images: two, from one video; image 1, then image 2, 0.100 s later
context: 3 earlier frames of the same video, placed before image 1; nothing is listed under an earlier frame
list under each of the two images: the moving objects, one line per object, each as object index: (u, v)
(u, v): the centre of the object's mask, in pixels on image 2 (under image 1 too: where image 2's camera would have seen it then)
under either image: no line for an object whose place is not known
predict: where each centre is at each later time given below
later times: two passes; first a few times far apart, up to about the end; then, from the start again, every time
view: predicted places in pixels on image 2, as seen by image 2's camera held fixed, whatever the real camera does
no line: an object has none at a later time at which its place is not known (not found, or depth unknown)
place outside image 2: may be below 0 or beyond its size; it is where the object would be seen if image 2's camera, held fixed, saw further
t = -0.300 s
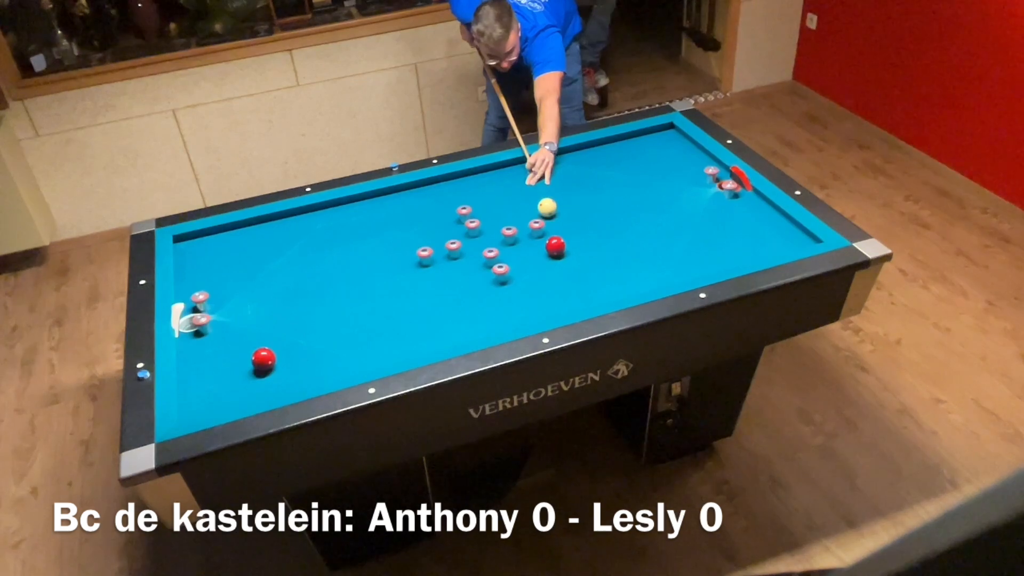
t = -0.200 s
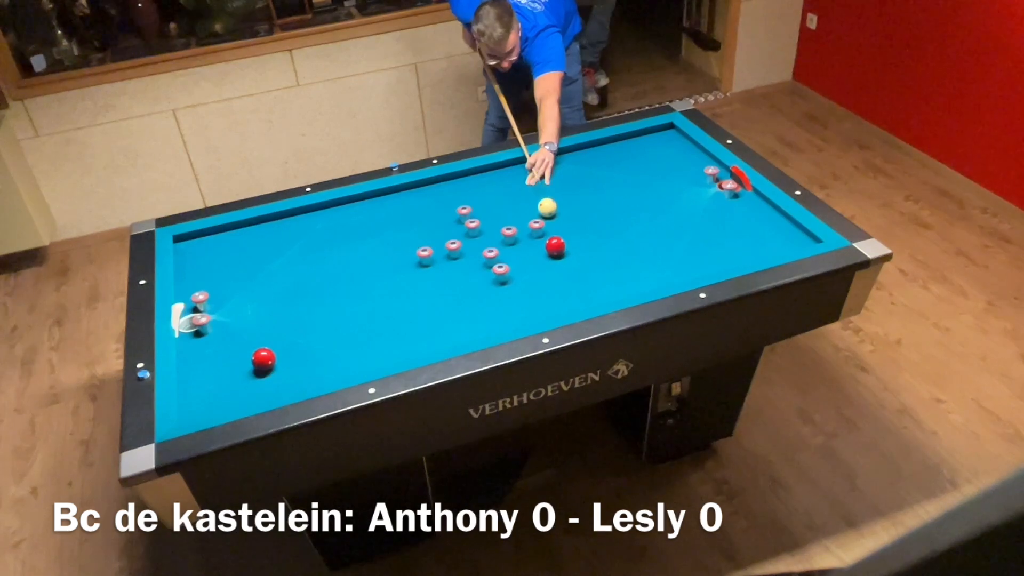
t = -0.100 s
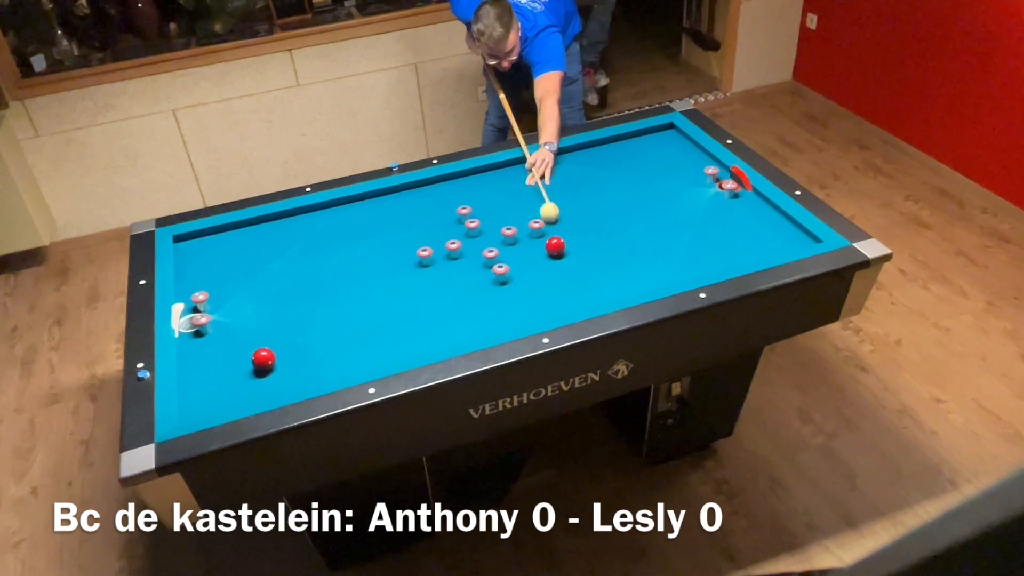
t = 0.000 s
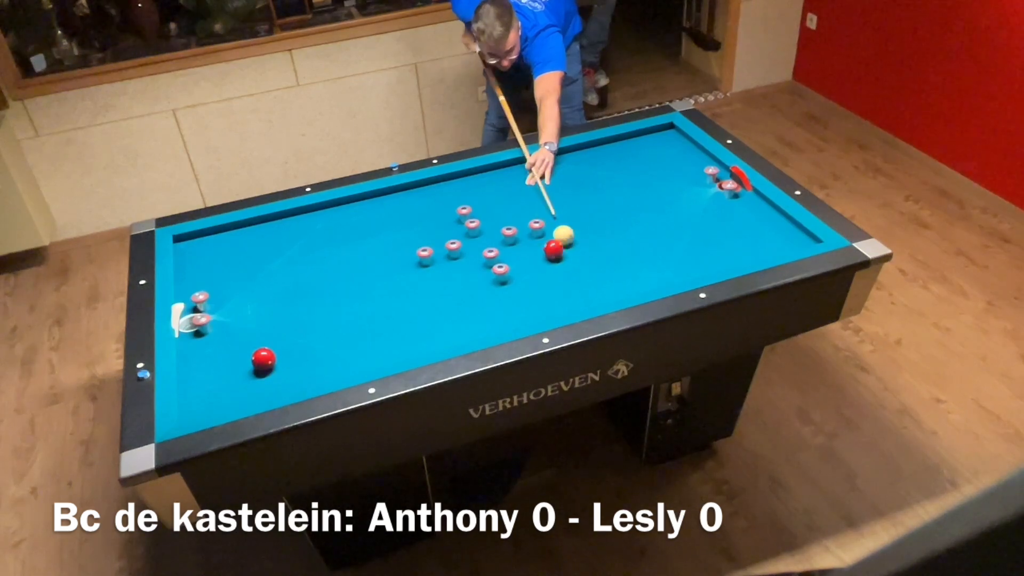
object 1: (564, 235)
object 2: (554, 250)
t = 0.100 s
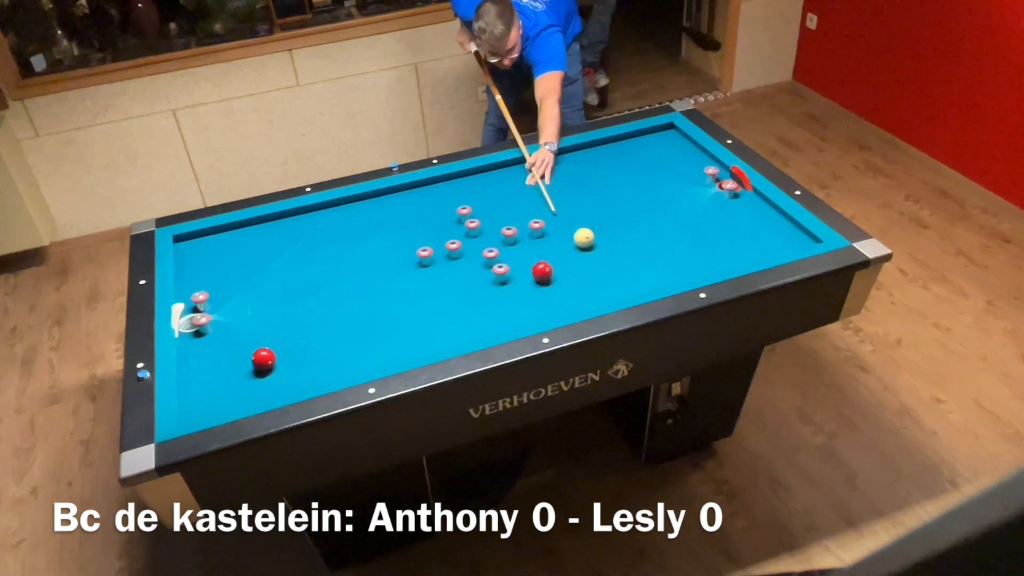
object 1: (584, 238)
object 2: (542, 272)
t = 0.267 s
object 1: (615, 243)
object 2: (525, 304)
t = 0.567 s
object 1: (671, 250)
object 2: (477, 314)
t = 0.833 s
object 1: (722, 257)
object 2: (431, 302)
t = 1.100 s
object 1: (761, 248)
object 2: (389, 291)
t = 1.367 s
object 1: (787, 230)
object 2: (349, 282)
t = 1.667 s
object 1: (761, 222)
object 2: (308, 271)
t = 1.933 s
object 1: (730, 218)
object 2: (274, 262)
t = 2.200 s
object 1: (701, 213)
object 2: (242, 254)
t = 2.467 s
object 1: (674, 209)
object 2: (212, 246)
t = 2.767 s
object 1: (646, 205)
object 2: (183, 240)
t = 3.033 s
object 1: (622, 201)
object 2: (192, 244)
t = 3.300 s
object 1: (600, 198)
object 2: (200, 247)
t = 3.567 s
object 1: (580, 195)
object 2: (208, 250)
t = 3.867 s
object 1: (558, 191)
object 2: (215, 254)
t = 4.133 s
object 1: (540, 189)
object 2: (222, 256)
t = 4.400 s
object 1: (523, 186)
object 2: (227, 258)
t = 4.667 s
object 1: (508, 184)
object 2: (232, 260)
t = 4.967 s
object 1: (492, 182)
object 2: (236, 262)
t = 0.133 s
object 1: (590, 239)
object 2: (539, 279)
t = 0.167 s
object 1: (596, 240)
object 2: (536, 286)
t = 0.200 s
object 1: (603, 241)
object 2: (532, 291)
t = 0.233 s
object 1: (609, 242)
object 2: (529, 298)
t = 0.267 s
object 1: (615, 243)
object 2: (525, 304)
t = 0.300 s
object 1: (621, 243)
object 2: (522, 311)
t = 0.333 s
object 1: (628, 244)
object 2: (518, 317)
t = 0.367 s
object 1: (634, 245)
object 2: (514, 321)
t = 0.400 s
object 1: (640, 246)
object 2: (507, 320)
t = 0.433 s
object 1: (646, 247)
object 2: (501, 320)
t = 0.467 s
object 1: (653, 248)
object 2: (495, 319)
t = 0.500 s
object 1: (659, 248)
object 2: (489, 317)
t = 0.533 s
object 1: (665, 249)
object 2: (483, 316)
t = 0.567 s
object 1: (671, 250)
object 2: (477, 314)
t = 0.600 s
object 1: (678, 251)
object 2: (471, 313)
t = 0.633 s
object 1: (684, 252)
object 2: (465, 311)
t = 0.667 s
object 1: (691, 253)
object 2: (460, 310)
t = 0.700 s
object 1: (697, 253)
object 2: (454, 308)
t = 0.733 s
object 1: (703, 254)
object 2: (448, 307)
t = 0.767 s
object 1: (710, 255)
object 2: (443, 305)
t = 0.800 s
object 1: (716, 256)
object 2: (437, 304)
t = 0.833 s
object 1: (722, 257)
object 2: (431, 302)
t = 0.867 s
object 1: (729, 257)
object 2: (426, 301)
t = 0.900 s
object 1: (735, 257)
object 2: (420, 300)
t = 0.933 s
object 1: (741, 257)
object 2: (415, 298)
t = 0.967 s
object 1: (746, 256)
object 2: (410, 297)
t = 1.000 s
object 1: (750, 254)
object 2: (405, 296)
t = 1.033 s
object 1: (753, 252)
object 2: (399, 294)
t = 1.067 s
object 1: (757, 250)
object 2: (394, 293)
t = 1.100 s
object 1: (761, 248)
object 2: (389, 291)
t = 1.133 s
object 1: (764, 246)
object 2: (384, 290)
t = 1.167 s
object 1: (767, 244)
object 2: (379, 289)
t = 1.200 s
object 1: (771, 242)
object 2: (374, 288)
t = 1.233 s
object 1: (774, 239)
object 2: (369, 286)
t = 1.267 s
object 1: (777, 237)
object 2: (364, 285)
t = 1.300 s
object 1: (780, 235)
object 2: (359, 284)
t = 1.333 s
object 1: (784, 232)
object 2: (354, 283)
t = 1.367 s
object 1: (787, 230)
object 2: (349, 282)
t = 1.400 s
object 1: (790, 228)
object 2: (345, 280)
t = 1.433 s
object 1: (790, 227)
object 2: (340, 279)
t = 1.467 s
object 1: (785, 226)
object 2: (335, 278)
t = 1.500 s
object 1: (781, 225)
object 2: (331, 277)
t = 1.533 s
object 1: (777, 225)
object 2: (326, 275)
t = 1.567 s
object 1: (773, 224)
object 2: (321, 275)
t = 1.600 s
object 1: (769, 224)
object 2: (317, 273)
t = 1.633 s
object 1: (765, 223)
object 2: (312, 272)
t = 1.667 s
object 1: (761, 222)
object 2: (308, 271)
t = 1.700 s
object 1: (757, 222)
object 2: (304, 270)
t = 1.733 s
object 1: (753, 221)
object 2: (299, 268)
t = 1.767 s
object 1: (749, 220)
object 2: (295, 267)
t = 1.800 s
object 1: (745, 220)
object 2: (291, 266)
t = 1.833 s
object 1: (742, 219)
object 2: (286, 265)
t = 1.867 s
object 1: (738, 219)
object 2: (282, 264)
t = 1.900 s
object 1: (734, 218)
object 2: (278, 263)
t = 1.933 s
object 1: (730, 218)
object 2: (274, 262)
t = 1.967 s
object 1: (726, 217)
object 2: (269, 261)
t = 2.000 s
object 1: (722, 216)
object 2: (266, 260)
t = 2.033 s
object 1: (719, 216)
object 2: (261, 259)
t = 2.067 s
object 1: (715, 215)
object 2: (258, 258)
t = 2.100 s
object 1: (712, 215)
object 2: (254, 257)
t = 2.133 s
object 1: (708, 214)
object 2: (250, 256)
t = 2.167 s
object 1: (705, 214)
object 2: (246, 255)
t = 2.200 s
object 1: (701, 213)
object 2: (242, 254)
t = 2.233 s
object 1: (698, 213)
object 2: (238, 253)
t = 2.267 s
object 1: (694, 212)
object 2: (234, 252)
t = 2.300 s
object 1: (691, 211)
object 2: (231, 251)
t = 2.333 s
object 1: (688, 211)
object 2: (227, 251)
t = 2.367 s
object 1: (684, 210)
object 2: (223, 249)
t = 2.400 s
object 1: (681, 210)
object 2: (219, 249)
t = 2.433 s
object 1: (677, 210)
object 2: (216, 247)
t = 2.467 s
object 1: (674, 209)
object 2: (212, 246)
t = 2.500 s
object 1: (671, 209)
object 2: (208, 246)
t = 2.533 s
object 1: (668, 208)
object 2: (205, 245)
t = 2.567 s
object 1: (665, 208)
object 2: (201, 243)
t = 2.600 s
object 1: (661, 207)
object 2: (198, 243)
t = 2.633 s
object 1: (658, 207)
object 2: (194, 242)
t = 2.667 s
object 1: (655, 206)
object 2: (191, 241)
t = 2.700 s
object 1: (652, 206)
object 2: (188, 240)
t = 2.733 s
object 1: (649, 205)
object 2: (184, 240)
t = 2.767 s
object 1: (646, 205)
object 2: (183, 240)
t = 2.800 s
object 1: (643, 204)
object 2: (184, 241)
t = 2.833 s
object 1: (640, 204)
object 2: (185, 241)
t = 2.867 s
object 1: (637, 203)
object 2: (187, 242)
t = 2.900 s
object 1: (634, 203)
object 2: (188, 242)
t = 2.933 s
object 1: (631, 202)
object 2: (189, 243)
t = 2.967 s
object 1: (628, 202)
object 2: (190, 243)
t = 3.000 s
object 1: (625, 202)
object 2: (191, 243)
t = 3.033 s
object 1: (622, 201)
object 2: (192, 244)
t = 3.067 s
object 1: (620, 201)
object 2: (193, 244)
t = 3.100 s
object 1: (617, 200)
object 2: (194, 245)
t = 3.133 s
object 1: (614, 200)
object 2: (195, 245)
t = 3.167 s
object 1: (611, 199)
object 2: (196, 246)
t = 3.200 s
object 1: (609, 199)
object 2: (197, 246)
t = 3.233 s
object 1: (606, 198)
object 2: (198, 246)
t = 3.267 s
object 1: (603, 198)
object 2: (199, 247)
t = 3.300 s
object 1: (600, 198)
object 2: (200, 247)
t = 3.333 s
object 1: (598, 197)
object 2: (202, 248)
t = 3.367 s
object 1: (595, 197)
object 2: (202, 248)
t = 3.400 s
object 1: (593, 197)
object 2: (203, 249)
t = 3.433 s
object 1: (590, 196)
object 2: (204, 249)
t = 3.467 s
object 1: (587, 196)
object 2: (205, 249)
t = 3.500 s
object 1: (585, 195)
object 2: (206, 250)
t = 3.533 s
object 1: (582, 195)
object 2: (207, 250)
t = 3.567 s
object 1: (580, 195)
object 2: (208, 250)
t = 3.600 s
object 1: (577, 194)
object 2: (209, 251)
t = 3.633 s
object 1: (575, 194)
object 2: (210, 251)
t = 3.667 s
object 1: (572, 194)
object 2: (210, 252)
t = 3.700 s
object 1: (570, 193)
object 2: (211, 252)
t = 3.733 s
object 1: (567, 193)
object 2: (212, 252)
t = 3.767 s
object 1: (565, 193)
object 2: (213, 253)
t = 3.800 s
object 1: (563, 192)
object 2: (214, 253)
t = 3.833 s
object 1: (560, 192)
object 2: (215, 253)
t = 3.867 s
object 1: (558, 191)
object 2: (215, 254)
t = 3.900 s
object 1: (556, 191)
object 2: (216, 254)
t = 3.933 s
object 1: (554, 191)
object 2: (217, 254)
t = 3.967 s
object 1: (551, 190)
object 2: (218, 255)
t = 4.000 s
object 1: (549, 190)
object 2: (219, 255)
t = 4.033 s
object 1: (547, 190)
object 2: (219, 255)
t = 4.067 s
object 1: (545, 190)
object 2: (220, 256)
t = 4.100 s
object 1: (542, 189)
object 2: (221, 256)
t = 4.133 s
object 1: (540, 189)
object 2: (222, 256)
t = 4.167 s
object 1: (538, 189)
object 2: (222, 256)
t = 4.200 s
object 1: (536, 188)
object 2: (223, 257)
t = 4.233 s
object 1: (534, 188)
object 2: (224, 257)
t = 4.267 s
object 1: (532, 188)
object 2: (225, 257)
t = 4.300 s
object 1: (529, 187)
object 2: (225, 258)
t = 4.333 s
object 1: (527, 187)
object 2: (226, 258)
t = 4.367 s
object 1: (525, 187)
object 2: (226, 258)
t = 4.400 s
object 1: (523, 186)
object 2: (227, 258)
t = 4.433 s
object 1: (521, 186)
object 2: (227, 259)
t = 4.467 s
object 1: (519, 186)
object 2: (228, 259)
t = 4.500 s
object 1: (517, 186)
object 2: (229, 259)
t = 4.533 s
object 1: (516, 185)
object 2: (229, 259)
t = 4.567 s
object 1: (514, 185)
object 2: (230, 260)
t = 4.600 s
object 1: (512, 185)
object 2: (231, 260)
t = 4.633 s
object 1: (510, 184)
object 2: (231, 260)
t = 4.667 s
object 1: (508, 184)
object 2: (232, 260)
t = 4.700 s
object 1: (506, 184)
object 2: (232, 261)
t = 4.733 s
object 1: (504, 184)
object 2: (233, 261)
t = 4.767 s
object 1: (502, 183)
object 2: (233, 261)
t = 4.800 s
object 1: (501, 183)
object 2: (234, 261)
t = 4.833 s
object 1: (499, 183)
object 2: (234, 261)
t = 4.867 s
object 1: (497, 182)
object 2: (235, 262)
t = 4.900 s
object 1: (495, 182)
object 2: (235, 262)
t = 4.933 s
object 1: (493, 182)
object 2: (236, 262)
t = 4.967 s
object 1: (492, 182)
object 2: (236, 262)
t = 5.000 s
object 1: (490, 182)
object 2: (237, 262)
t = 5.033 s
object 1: (488, 181)
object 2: (237, 262)
